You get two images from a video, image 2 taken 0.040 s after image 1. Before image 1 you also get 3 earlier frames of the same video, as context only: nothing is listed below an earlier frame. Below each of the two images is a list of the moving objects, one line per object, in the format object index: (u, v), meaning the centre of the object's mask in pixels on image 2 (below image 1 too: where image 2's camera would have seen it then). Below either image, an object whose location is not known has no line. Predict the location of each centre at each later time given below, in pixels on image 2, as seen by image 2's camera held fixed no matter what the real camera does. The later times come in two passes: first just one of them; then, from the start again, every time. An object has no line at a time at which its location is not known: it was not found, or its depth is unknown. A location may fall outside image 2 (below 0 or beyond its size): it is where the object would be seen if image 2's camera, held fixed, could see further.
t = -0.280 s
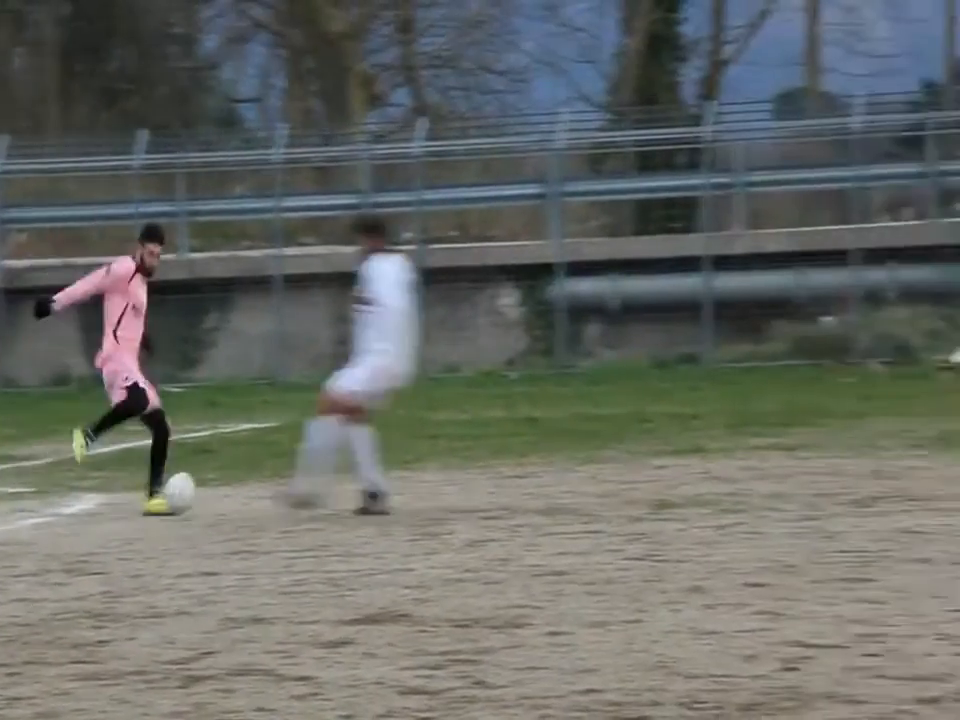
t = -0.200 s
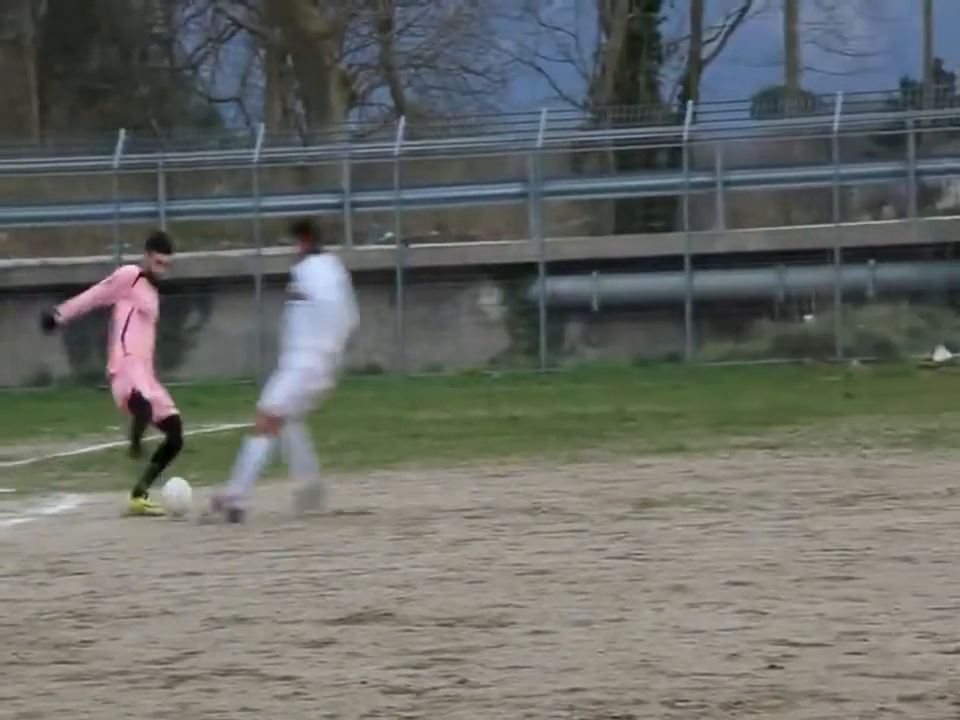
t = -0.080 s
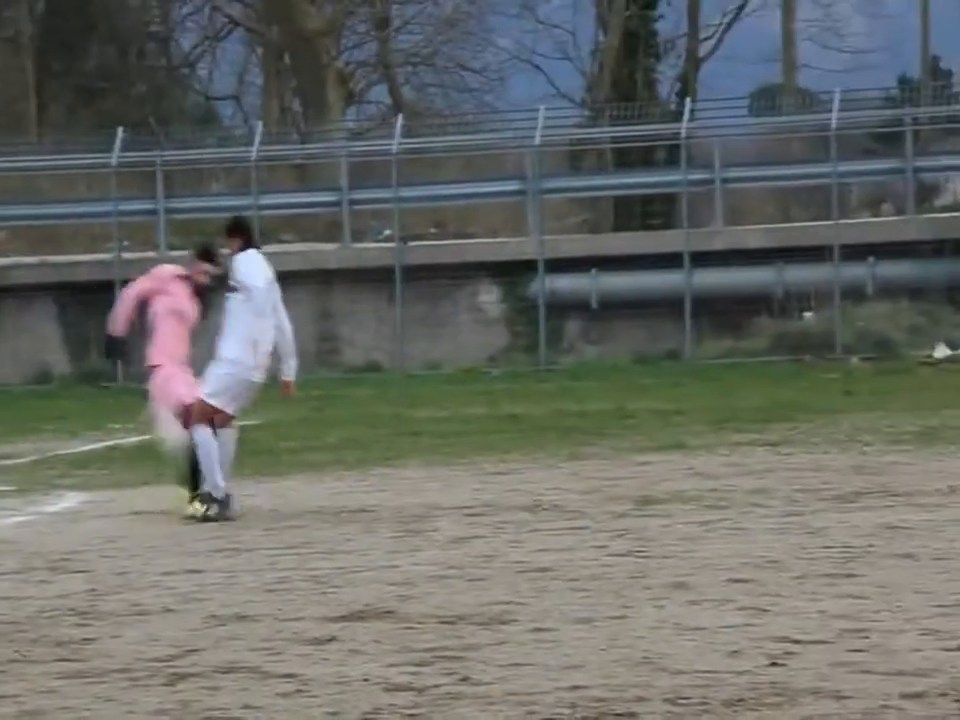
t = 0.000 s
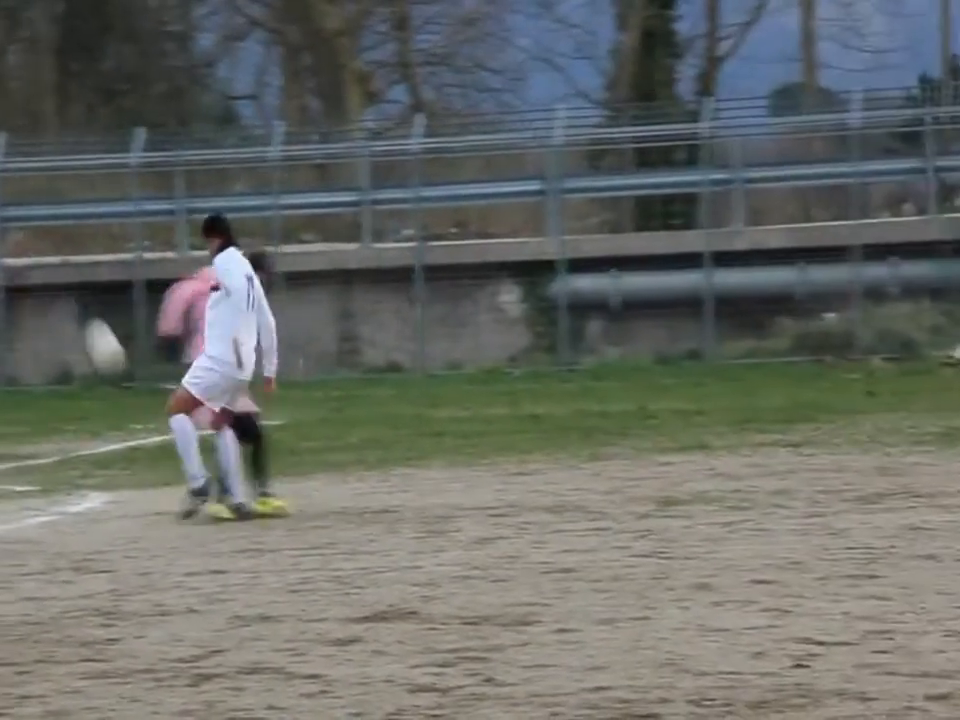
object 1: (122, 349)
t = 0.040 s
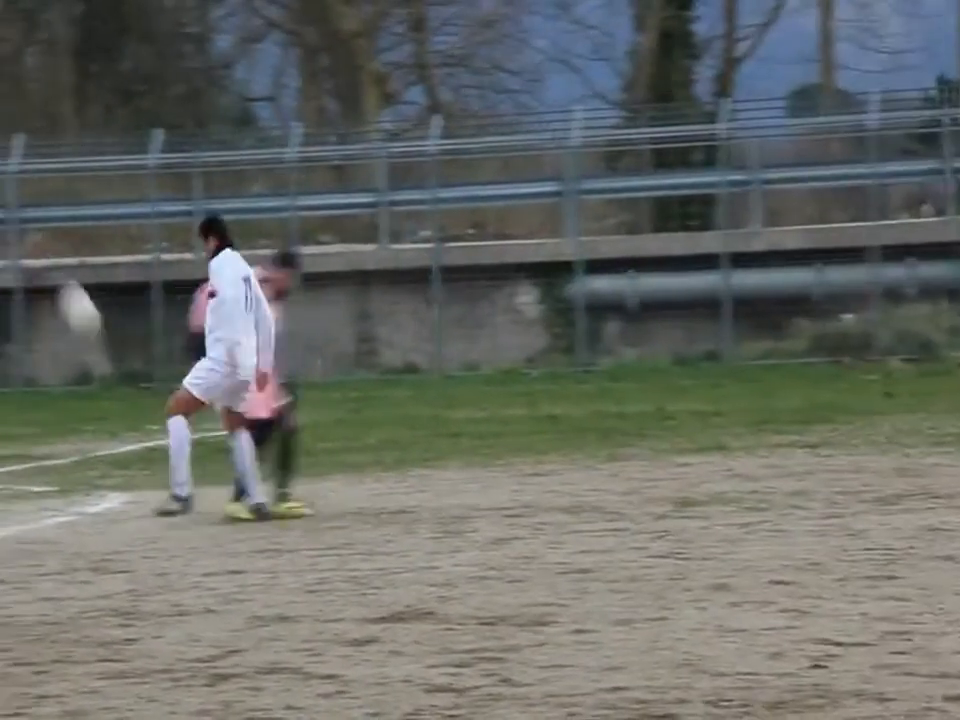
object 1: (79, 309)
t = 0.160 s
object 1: (-41, 214)
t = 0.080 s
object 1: (35, 273)
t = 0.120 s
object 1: (-10, 240)
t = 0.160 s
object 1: (-41, 214)
